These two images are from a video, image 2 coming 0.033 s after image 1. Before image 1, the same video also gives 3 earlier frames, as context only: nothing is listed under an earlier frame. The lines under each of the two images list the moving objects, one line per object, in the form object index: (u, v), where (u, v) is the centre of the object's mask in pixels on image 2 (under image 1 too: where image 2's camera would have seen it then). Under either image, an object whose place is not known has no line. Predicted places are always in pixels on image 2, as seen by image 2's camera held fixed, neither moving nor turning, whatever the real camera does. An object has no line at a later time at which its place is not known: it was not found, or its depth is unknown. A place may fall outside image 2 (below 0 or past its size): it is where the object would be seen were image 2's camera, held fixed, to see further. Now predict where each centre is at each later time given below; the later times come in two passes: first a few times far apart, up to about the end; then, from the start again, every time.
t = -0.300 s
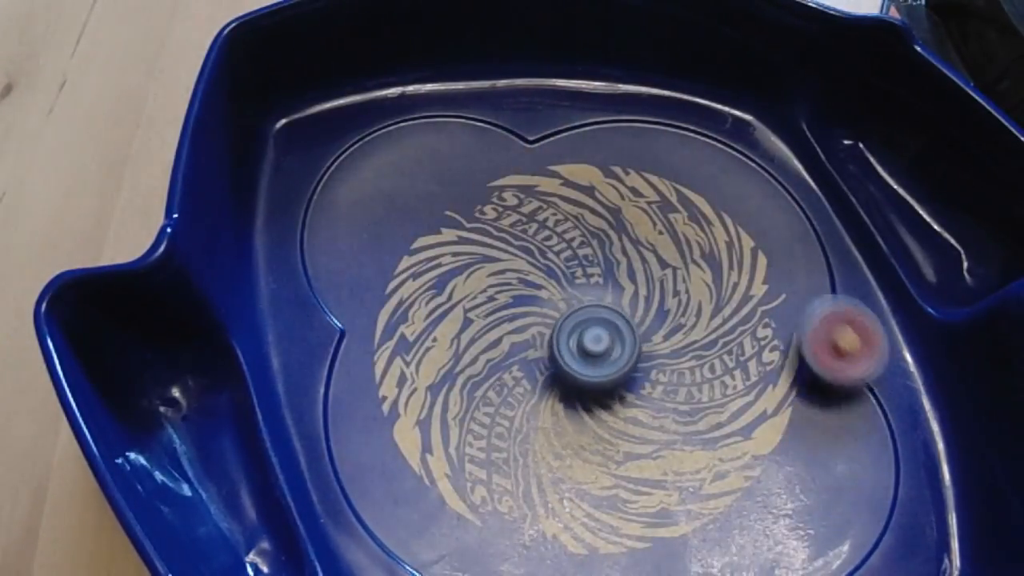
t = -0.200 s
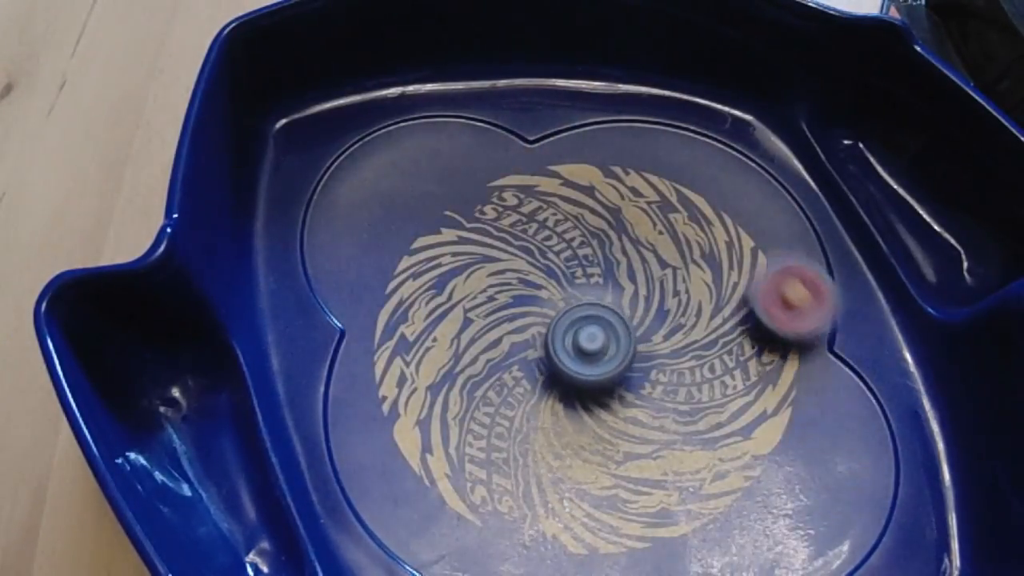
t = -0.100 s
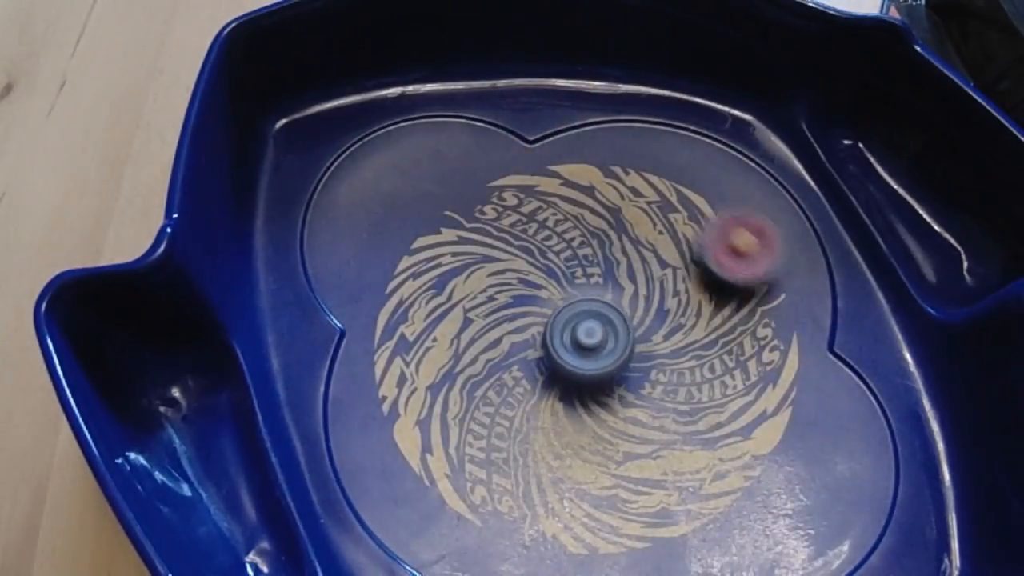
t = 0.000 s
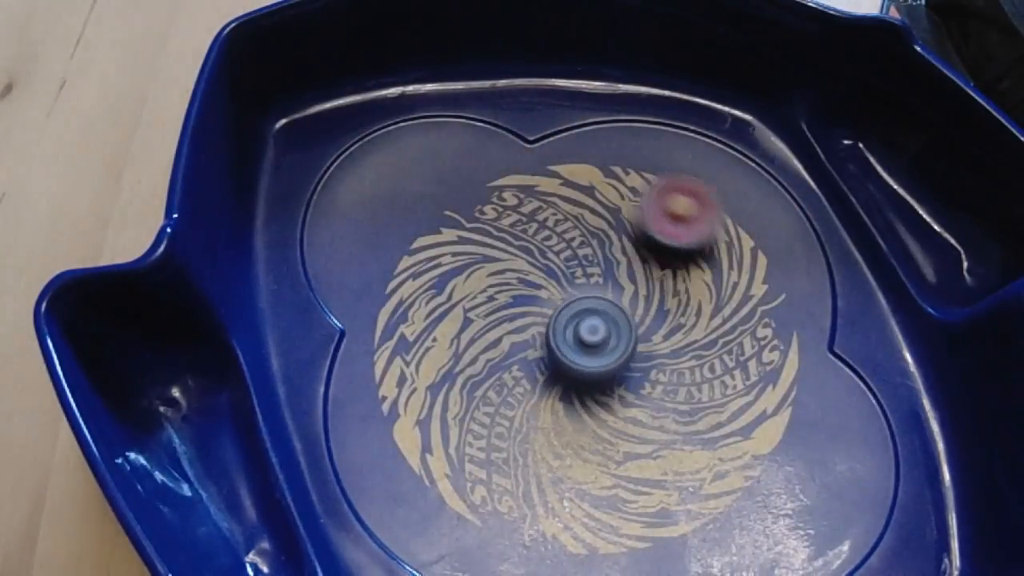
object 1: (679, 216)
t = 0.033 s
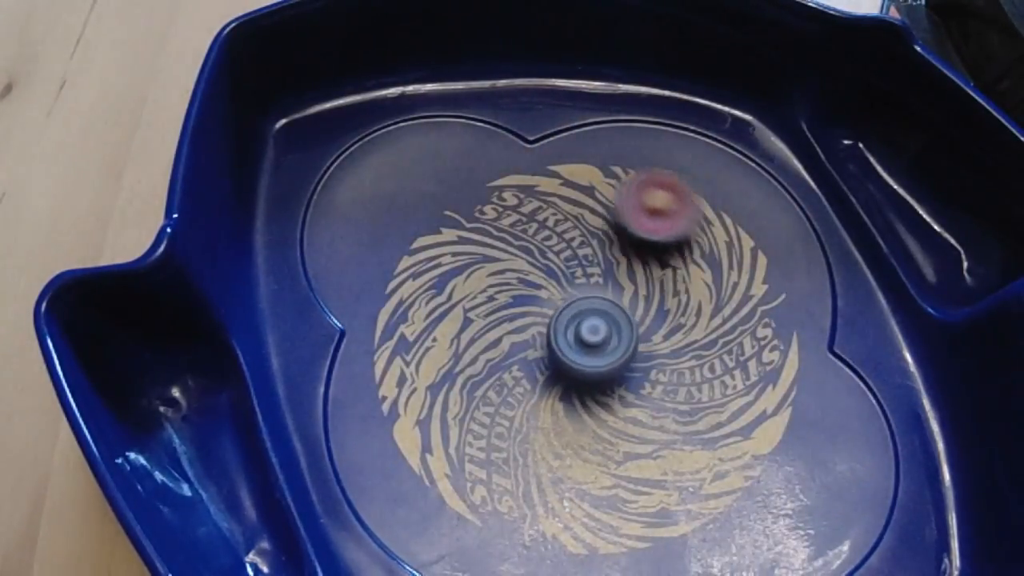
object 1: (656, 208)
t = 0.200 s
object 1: (547, 214)
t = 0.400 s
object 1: (442, 288)
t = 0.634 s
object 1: (416, 437)
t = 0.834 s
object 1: (508, 539)
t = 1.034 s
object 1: (660, 538)
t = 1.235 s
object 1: (765, 448)
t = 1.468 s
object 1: (768, 291)
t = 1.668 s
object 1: (682, 198)
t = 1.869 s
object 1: (563, 168)
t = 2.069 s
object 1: (450, 215)
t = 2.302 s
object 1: (382, 343)
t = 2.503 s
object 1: (426, 470)
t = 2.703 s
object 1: (556, 538)
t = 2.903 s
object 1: (704, 516)
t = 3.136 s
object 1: (806, 394)
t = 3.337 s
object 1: (792, 272)
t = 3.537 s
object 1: (705, 191)
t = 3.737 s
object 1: (580, 167)
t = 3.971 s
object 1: (454, 235)
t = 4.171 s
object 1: (404, 348)
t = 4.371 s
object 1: (431, 476)
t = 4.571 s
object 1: (542, 549)
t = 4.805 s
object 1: (707, 542)
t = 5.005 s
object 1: (797, 450)
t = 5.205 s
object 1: (798, 321)
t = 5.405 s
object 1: (722, 224)
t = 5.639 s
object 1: (578, 181)
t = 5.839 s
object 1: (460, 225)
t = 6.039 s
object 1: (391, 325)
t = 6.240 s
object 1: (410, 449)
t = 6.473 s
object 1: (547, 533)
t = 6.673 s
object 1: (683, 503)
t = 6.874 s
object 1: (759, 400)
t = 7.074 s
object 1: (749, 287)
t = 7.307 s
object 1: (651, 199)
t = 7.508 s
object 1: (538, 201)
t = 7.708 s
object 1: (456, 274)
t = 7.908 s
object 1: (447, 385)
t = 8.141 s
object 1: (540, 494)
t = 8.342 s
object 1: (672, 501)
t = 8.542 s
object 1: (763, 422)
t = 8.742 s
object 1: (766, 311)
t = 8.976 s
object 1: (671, 224)
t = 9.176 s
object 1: (558, 225)
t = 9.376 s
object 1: (474, 293)
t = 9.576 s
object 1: (450, 397)
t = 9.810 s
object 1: (530, 510)
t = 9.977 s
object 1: (636, 520)
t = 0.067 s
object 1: (634, 205)
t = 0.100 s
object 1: (612, 203)
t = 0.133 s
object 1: (590, 204)
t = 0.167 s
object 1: (569, 206)
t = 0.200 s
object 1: (547, 214)
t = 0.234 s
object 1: (529, 221)
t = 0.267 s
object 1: (509, 231)
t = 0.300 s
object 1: (491, 243)
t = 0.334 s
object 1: (473, 256)
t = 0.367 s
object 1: (456, 271)
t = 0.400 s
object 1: (442, 288)
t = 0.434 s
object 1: (430, 307)
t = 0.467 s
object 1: (422, 325)
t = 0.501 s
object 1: (415, 345)
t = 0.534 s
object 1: (409, 368)
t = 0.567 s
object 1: (410, 390)
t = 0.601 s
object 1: (411, 414)
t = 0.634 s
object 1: (416, 437)
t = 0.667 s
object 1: (422, 459)
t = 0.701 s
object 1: (434, 481)
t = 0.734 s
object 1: (448, 501)
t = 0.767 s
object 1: (466, 519)
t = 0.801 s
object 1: (484, 532)
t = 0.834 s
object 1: (508, 539)
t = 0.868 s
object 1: (532, 544)
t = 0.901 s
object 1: (559, 548)
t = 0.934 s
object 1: (581, 548)
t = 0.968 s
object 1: (610, 548)
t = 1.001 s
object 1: (637, 543)
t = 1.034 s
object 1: (660, 538)
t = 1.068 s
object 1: (684, 530)
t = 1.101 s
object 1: (706, 517)
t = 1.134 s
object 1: (724, 502)
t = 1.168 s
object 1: (740, 486)
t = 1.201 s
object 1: (754, 468)
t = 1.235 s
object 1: (765, 448)
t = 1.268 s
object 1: (774, 427)
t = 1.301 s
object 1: (780, 405)
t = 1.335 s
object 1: (784, 375)
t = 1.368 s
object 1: (783, 354)
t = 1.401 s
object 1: (780, 332)
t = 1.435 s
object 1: (776, 310)
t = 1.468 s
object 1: (768, 291)
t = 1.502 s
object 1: (759, 272)
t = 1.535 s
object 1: (746, 254)
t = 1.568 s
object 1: (731, 239)
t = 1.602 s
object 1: (716, 224)
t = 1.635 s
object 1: (700, 209)
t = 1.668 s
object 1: (682, 198)
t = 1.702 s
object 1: (664, 186)
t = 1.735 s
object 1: (644, 179)
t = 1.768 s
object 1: (625, 174)
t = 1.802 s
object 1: (603, 169)
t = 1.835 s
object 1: (584, 167)
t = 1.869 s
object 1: (563, 168)
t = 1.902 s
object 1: (542, 173)
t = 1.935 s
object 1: (523, 178)
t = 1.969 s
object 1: (504, 185)
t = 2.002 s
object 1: (484, 195)
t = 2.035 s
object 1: (467, 204)
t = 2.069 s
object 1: (450, 215)
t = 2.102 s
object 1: (436, 226)
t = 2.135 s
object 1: (421, 242)
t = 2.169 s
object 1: (408, 261)
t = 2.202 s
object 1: (397, 279)
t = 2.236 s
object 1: (390, 300)
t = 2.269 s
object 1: (385, 319)
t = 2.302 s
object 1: (382, 343)
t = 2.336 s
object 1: (382, 365)
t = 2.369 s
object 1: (386, 386)
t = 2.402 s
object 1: (392, 409)
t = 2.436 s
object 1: (401, 431)
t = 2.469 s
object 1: (413, 452)
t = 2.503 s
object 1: (426, 470)
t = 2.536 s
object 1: (444, 490)
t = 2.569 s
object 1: (463, 506)
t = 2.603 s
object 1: (483, 519)
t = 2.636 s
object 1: (504, 530)
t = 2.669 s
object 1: (529, 535)
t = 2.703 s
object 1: (556, 538)
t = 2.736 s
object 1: (581, 540)
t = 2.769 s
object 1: (608, 540)
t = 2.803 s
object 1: (634, 538)
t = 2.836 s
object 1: (659, 532)
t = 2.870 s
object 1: (682, 526)
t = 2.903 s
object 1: (704, 516)
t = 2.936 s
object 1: (726, 504)
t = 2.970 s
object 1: (743, 490)
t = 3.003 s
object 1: (760, 475)
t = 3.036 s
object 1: (775, 458)
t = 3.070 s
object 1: (787, 440)
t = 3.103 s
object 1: (796, 419)
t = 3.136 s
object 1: (806, 394)
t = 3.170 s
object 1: (810, 372)
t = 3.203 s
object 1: (811, 350)
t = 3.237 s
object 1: (810, 329)
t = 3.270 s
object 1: (806, 309)
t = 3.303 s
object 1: (801, 290)
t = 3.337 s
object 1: (792, 272)
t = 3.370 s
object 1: (782, 254)
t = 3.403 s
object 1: (771, 240)
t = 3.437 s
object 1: (757, 226)
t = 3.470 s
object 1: (740, 213)
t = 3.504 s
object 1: (724, 202)
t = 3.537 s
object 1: (705, 191)
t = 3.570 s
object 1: (687, 182)
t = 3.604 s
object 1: (665, 174)
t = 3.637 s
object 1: (644, 170)
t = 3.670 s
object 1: (624, 167)
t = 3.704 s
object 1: (602, 165)
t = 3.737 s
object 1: (580, 167)
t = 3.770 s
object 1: (561, 171)
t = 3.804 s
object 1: (540, 179)
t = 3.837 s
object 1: (521, 188)
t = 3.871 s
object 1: (503, 198)
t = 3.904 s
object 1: (485, 210)
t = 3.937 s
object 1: (470, 222)
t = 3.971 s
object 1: (454, 235)
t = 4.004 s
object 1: (442, 251)
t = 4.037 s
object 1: (429, 268)
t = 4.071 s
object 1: (420, 288)
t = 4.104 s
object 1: (413, 307)
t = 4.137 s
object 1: (407, 326)
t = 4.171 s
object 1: (404, 348)
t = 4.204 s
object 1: (402, 369)
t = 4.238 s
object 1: (402, 391)
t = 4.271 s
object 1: (406, 412)
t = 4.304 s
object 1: (412, 436)
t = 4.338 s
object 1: (419, 456)
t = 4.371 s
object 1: (431, 476)
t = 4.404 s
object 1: (444, 497)
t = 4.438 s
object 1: (460, 515)
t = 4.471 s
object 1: (475, 530)
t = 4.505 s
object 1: (496, 538)
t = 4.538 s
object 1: (519, 544)
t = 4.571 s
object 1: (542, 549)
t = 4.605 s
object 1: (568, 553)
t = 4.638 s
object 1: (588, 554)
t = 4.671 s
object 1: (616, 555)
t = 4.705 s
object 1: (639, 554)
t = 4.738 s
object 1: (664, 550)
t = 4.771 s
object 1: (684, 547)
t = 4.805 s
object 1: (707, 542)
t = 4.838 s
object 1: (727, 533)
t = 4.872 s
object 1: (746, 523)
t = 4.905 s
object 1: (763, 508)
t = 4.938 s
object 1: (777, 490)
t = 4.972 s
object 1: (788, 472)
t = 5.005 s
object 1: (797, 450)
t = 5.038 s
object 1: (804, 430)
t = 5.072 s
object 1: (810, 405)
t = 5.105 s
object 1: (810, 383)
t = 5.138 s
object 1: (809, 362)
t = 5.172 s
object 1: (804, 342)
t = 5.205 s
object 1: (798, 321)
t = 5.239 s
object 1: (792, 303)
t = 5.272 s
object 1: (781, 285)
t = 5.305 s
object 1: (769, 268)
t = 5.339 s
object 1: (755, 253)
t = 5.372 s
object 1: (738, 238)
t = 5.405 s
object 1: (722, 224)
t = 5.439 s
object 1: (702, 210)
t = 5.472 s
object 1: (683, 202)
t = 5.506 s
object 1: (664, 193)
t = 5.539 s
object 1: (642, 187)
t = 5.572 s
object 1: (622, 183)
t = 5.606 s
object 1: (599, 181)
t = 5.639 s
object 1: (578, 181)
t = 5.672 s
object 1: (557, 183)
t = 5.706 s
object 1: (535, 188)
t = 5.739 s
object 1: (514, 195)
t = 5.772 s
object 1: (495, 205)
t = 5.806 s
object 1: (478, 215)
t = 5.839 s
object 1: (460, 225)
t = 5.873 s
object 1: (444, 237)
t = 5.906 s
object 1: (430, 252)
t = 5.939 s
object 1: (416, 268)
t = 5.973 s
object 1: (406, 287)
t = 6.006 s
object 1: (397, 305)
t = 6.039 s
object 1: (391, 325)
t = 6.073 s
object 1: (388, 347)
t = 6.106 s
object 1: (387, 367)
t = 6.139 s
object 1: (388, 387)
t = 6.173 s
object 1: (393, 409)
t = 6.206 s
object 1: (401, 430)
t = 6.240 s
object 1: (410, 449)
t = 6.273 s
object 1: (423, 467)
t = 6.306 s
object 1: (439, 486)
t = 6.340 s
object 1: (457, 501)
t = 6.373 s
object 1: (477, 512)
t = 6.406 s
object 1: (499, 523)
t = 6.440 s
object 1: (523, 529)
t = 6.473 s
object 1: (547, 533)
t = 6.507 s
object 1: (572, 533)
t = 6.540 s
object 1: (595, 533)
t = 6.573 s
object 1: (619, 530)
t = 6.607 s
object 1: (642, 524)
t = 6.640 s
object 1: (662, 515)
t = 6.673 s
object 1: (683, 503)
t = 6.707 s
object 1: (701, 489)
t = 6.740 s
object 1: (717, 474)
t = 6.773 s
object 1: (730, 458)
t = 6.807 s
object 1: (743, 440)
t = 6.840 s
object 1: (752, 419)
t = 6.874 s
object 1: (759, 400)
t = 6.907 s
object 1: (763, 380)
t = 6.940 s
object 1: (764, 359)
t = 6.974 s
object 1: (763, 341)
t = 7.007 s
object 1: (761, 322)
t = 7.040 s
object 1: (756, 306)
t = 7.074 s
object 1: (749, 287)
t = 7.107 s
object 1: (740, 271)
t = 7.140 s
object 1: (728, 255)
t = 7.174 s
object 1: (716, 242)
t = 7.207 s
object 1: (701, 231)
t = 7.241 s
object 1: (686, 217)
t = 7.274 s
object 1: (669, 207)
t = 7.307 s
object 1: (651, 199)
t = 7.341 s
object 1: (633, 193)
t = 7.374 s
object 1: (613, 190)
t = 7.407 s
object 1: (595, 188)
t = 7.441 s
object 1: (575, 189)
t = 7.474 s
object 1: (557, 194)
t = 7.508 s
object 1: (538, 201)
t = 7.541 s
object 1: (521, 209)
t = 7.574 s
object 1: (506, 219)
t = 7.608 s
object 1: (492, 230)
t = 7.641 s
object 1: (479, 243)
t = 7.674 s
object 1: (466, 259)
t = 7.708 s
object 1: (456, 274)
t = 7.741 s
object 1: (449, 291)
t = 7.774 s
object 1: (444, 309)
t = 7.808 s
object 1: (442, 327)
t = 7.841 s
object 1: (441, 346)
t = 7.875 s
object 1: (443, 366)
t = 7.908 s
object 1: (447, 385)
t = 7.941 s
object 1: (452, 402)
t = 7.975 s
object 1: (463, 421)
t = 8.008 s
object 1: (474, 440)
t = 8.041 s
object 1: (487, 456)
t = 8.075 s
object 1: (502, 472)
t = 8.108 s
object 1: (522, 485)
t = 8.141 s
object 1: (540, 494)
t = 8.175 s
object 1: (561, 505)
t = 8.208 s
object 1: (584, 509)
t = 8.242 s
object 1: (605, 512)
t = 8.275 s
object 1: (630, 510)
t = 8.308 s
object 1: (651, 506)
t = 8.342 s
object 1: (672, 501)
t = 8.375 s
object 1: (691, 491)
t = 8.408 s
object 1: (710, 480)
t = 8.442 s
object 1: (725, 470)
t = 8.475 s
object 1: (741, 455)
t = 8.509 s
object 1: (753, 439)
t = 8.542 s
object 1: (763, 422)
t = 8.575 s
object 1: (770, 405)
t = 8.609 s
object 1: (775, 383)
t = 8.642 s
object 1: (777, 363)
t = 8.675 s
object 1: (775, 346)
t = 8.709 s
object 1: (772, 328)
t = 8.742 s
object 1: (766, 311)
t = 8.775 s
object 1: (758, 294)
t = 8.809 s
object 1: (748, 280)
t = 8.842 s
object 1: (733, 265)
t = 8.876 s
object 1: (720, 252)
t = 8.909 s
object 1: (703, 241)
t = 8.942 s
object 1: (687, 233)
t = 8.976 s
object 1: (671, 224)
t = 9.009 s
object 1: (652, 220)
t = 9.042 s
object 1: (632, 216)
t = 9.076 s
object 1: (614, 214)
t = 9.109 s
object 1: (594, 215)
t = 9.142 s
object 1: (575, 220)
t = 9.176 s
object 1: (558, 225)
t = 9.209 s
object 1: (542, 233)
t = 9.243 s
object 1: (527, 242)
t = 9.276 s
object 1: (511, 254)
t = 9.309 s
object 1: (497, 265)
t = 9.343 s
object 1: (485, 277)
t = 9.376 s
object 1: (474, 293)
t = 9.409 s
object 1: (465, 310)
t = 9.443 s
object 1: (459, 326)
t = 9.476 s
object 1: (453, 343)
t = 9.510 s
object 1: (450, 360)
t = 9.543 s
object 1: (449, 378)
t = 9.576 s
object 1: (450, 397)
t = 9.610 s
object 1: (454, 416)
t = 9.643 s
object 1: (461, 435)
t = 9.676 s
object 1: (470, 453)
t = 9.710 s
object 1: (480, 471)
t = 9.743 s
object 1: (496, 487)
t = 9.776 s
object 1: (511, 499)
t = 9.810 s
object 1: (530, 510)
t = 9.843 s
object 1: (550, 519)
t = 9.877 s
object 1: (571, 523)
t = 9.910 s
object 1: (592, 525)
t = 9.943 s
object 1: (614, 524)
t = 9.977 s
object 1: (636, 520)
